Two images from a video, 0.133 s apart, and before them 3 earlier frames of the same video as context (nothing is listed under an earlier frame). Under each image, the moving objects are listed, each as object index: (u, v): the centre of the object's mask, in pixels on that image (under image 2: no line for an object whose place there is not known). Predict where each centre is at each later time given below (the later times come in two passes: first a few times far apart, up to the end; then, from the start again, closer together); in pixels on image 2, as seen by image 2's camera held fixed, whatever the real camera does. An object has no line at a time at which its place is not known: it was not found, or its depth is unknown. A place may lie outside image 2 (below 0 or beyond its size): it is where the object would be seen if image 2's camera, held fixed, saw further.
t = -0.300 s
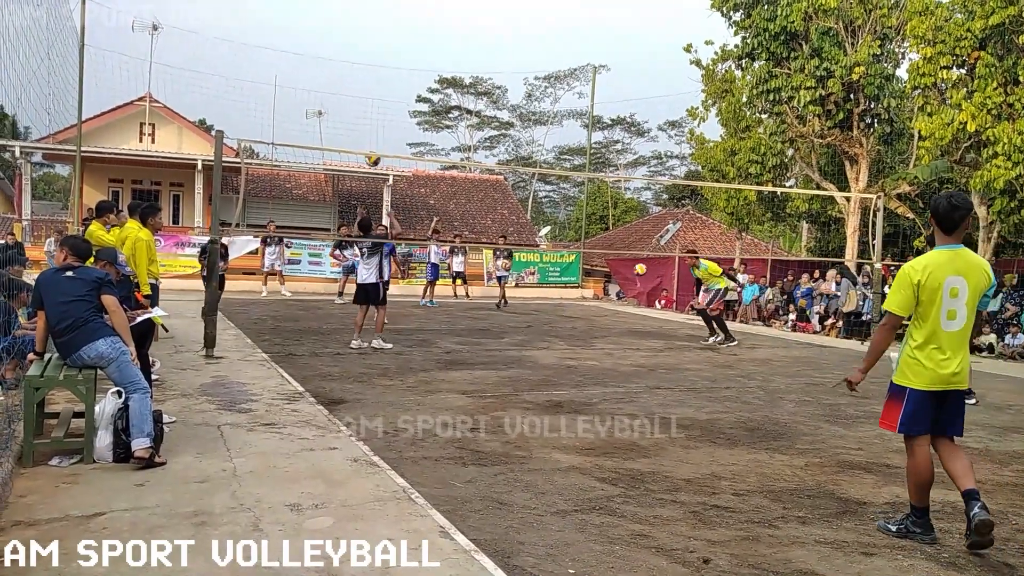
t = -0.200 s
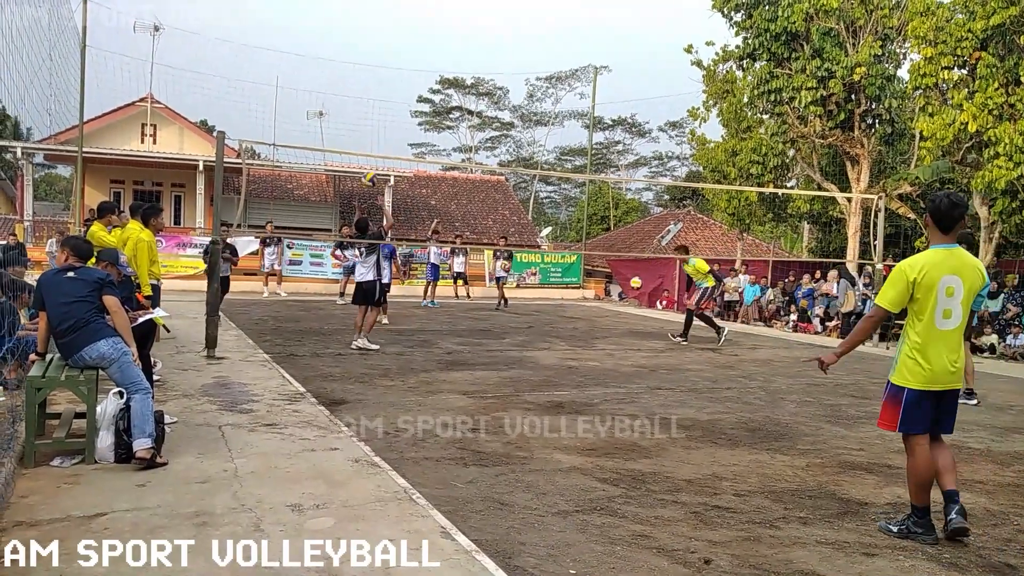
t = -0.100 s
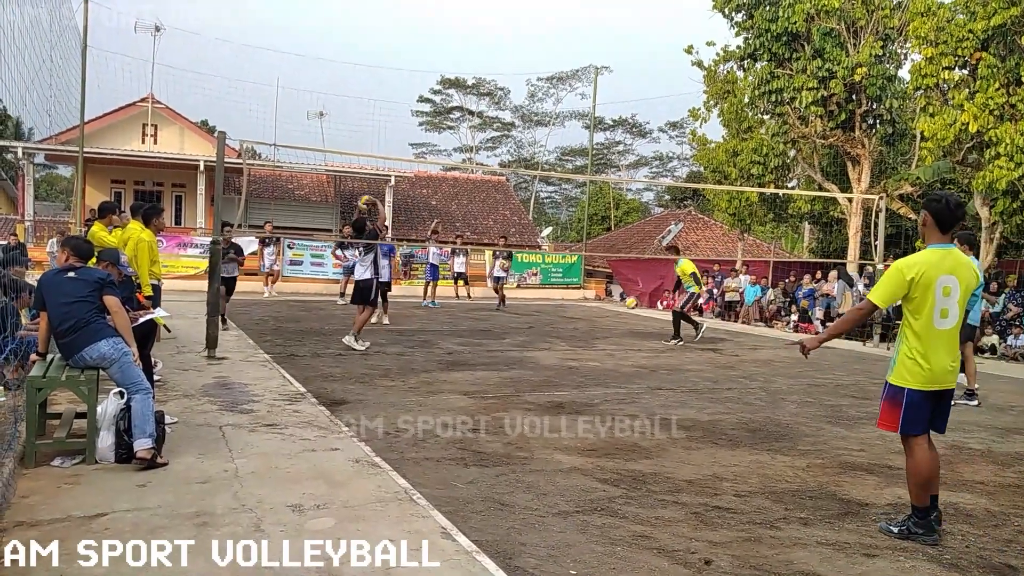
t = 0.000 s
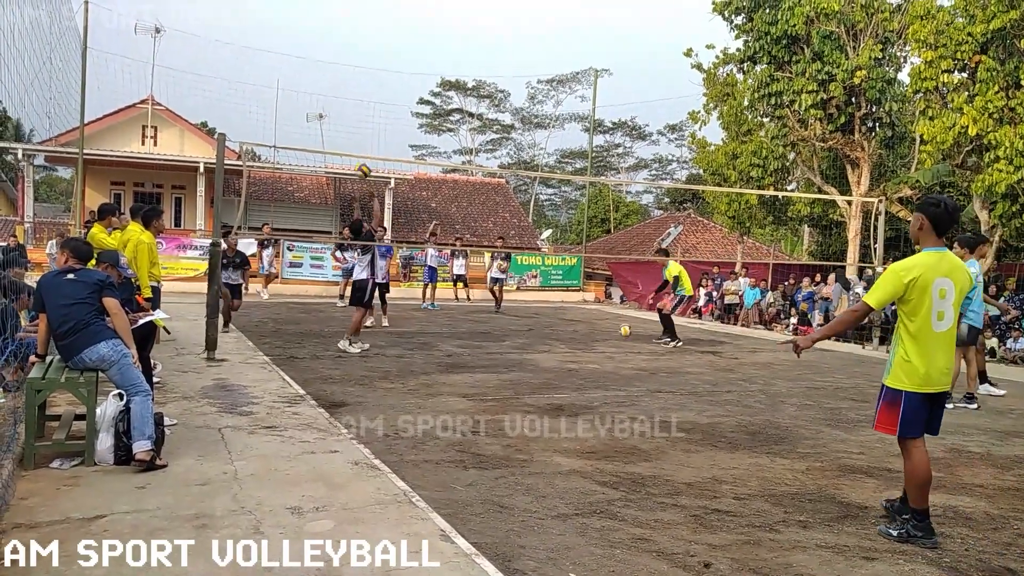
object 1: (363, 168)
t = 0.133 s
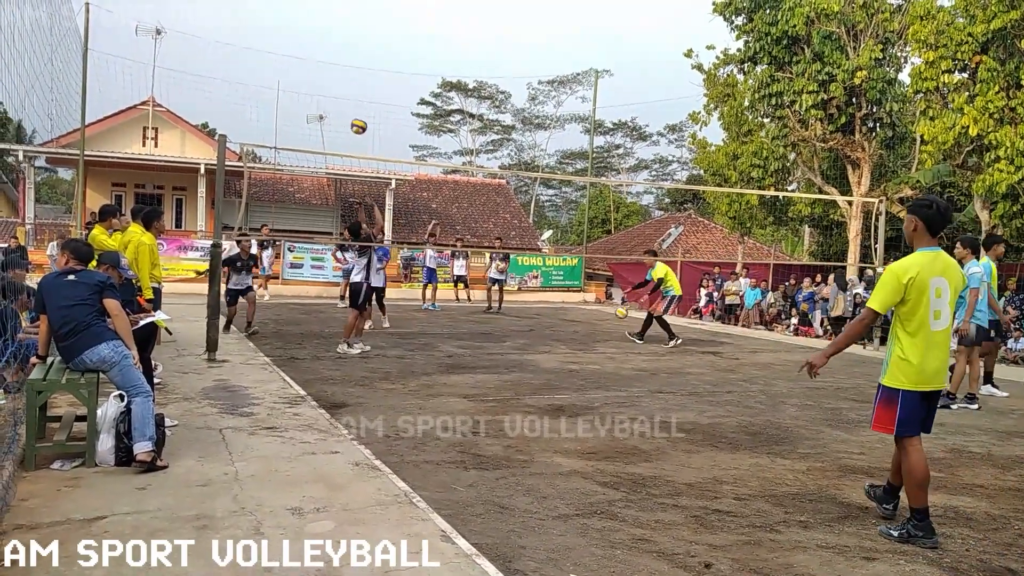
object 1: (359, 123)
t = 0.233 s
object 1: (354, 98)
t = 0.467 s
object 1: (347, 70)
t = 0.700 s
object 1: (339, 86)
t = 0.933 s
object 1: (333, 147)
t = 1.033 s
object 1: (329, 185)
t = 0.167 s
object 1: (358, 114)
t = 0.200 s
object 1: (356, 106)
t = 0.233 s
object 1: (354, 98)
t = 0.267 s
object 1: (353, 91)
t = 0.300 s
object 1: (352, 85)
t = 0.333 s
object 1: (351, 80)
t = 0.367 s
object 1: (350, 77)
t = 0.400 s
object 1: (349, 73)
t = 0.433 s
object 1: (348, 72)
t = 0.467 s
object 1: (347, 70)
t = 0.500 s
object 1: (346, 70)
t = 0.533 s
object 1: (345, 70)
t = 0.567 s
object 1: (344, 71)
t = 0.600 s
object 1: (342, 73)
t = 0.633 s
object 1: (341, 77)
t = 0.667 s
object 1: (340, 81)
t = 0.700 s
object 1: (339, 86)
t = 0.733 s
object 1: (338, 92)
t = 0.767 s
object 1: (336, 100)
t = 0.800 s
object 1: (335, 108)
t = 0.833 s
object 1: (334, 116)
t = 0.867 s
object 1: (335, 128)
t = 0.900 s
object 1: (334, 137)
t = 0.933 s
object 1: (333, 147)
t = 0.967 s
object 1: (331, 160)
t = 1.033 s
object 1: (329, 185)
